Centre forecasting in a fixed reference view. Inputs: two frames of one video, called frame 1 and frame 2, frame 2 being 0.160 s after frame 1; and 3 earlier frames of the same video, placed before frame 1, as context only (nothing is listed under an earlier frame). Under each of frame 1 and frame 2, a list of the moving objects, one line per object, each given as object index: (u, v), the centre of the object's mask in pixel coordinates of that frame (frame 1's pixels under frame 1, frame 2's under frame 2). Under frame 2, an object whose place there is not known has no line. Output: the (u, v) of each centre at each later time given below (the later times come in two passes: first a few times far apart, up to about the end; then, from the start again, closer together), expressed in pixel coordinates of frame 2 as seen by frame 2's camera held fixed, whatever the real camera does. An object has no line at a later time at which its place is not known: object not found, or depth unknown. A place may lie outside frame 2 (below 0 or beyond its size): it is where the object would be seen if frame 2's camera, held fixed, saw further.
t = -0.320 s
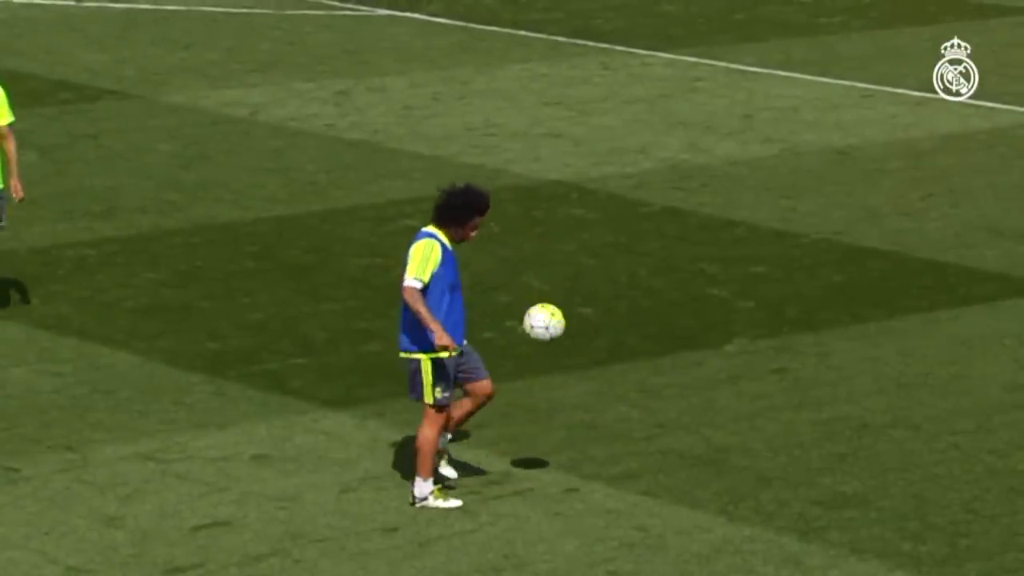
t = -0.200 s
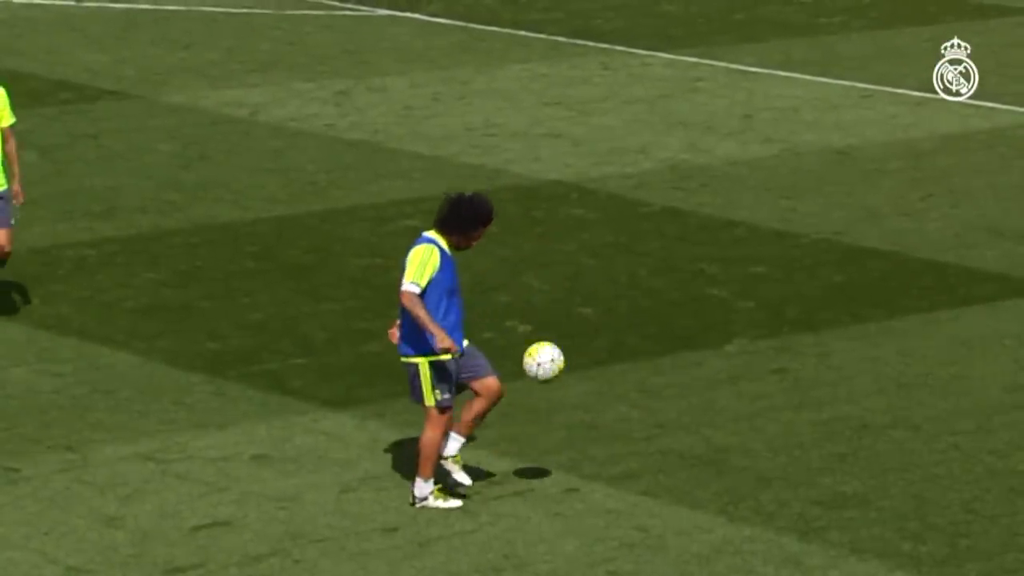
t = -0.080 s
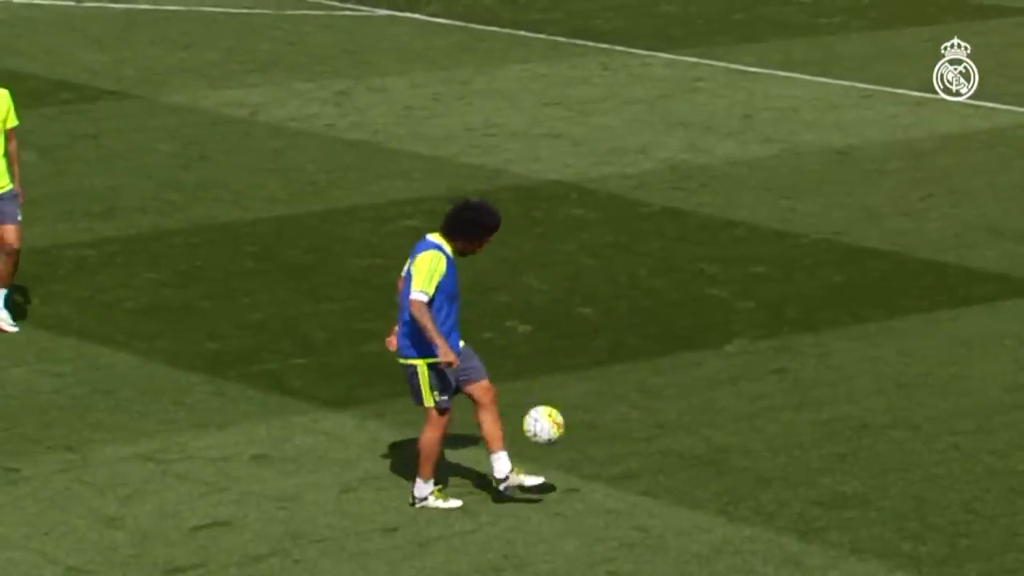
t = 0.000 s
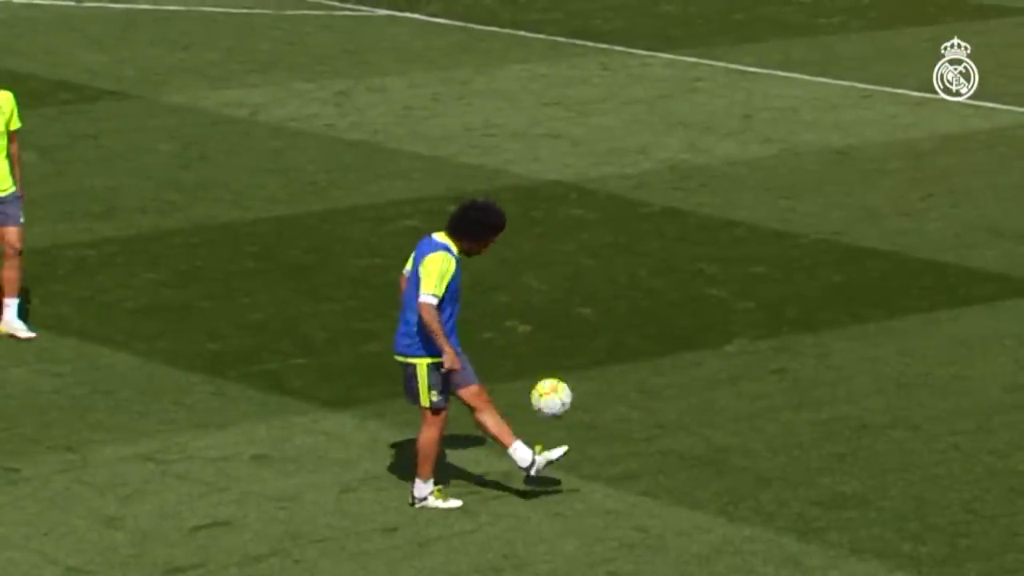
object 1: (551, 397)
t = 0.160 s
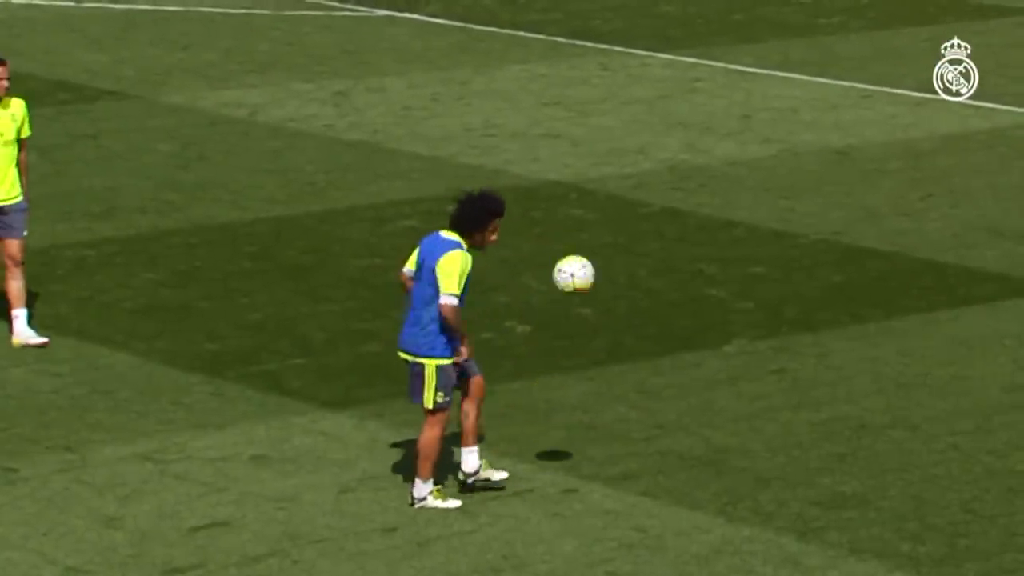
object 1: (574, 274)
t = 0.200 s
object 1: (583, 247)
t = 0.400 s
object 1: (608, 174)
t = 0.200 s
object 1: (583, 247)
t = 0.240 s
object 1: (588, 226)
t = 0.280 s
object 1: (593, 210)
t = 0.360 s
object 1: (602, 184)
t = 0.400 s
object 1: (608, 174)
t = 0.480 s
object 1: (620, 162)
